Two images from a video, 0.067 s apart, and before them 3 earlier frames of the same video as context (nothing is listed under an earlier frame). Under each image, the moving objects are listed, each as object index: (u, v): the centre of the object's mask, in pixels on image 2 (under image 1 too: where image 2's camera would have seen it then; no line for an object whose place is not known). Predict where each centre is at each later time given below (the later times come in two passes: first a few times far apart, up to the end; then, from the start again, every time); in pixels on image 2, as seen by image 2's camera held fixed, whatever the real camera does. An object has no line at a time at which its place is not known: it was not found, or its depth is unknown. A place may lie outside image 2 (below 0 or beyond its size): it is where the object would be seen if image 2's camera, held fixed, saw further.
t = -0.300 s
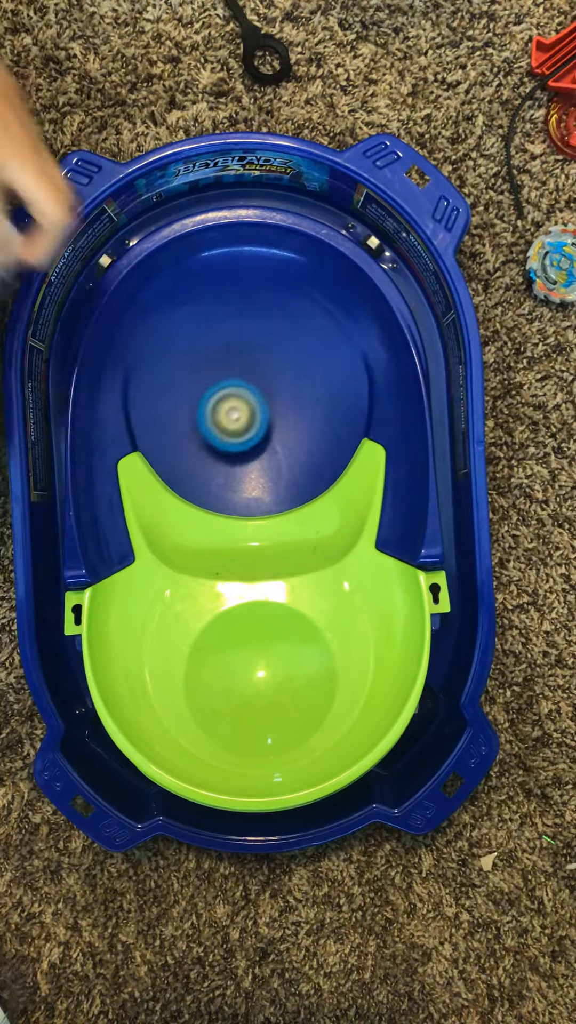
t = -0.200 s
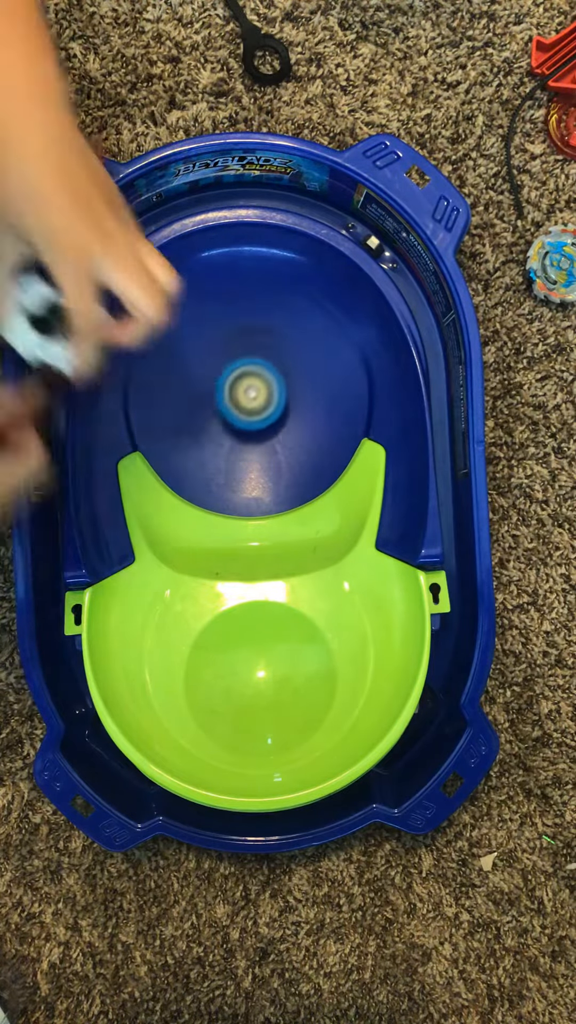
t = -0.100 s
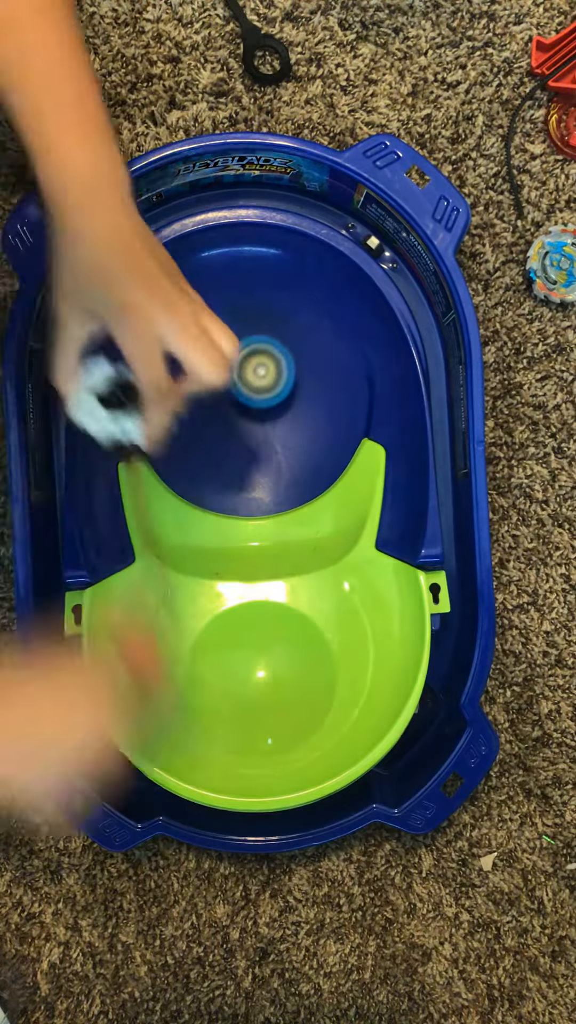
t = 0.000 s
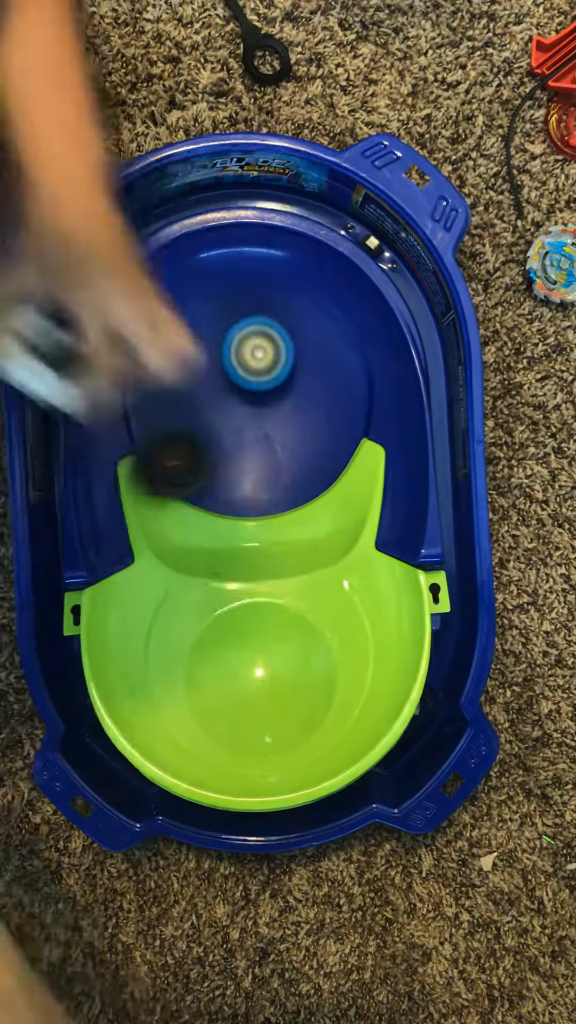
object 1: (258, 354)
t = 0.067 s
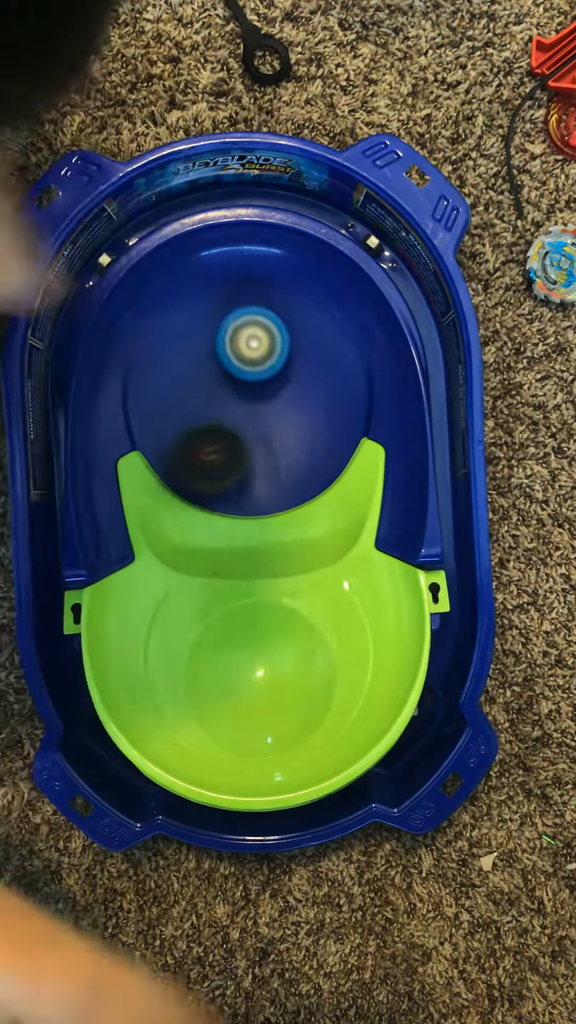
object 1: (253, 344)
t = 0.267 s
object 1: (243, 332)
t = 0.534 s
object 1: (195, 260)
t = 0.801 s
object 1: (271, 338)
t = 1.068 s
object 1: (379, 342)
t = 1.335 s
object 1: (292, 310)
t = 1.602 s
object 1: (233, 331)
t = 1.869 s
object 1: (315, 375)
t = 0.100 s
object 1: (250, 342)
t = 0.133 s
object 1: (248, 338)
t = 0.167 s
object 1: (245, 336)
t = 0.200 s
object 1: (244, 335)
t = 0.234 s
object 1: (244, 334)
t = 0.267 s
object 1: (243, 332)
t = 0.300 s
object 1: (239, 318)
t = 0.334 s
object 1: (234, 305)
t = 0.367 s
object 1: (229, 298)
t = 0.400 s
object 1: (223, 295)
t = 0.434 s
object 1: (219, 294)
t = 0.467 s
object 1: (211, 278)
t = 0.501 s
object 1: (203, 266)
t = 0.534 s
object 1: (195, 260)
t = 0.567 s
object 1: (188, 263)
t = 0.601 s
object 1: (184, 275)
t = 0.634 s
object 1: (182, 291)
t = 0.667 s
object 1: (182, 311)
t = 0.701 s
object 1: (185, 332)
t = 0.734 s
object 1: (193, 351)
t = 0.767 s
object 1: (233, 346)
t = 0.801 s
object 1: (271, 338)
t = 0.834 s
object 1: (310, 331)
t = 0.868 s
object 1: (344, 323)
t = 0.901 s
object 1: (363, 319)
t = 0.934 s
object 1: (378, 319)
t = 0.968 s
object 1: (386, 323)
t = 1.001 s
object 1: (389, 329)
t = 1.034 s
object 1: (386, 336)
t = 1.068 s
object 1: (379, 342)
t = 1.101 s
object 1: (368, 351)
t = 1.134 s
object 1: (343, 362)
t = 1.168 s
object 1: (331, 357)
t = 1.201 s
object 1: (326, 342)
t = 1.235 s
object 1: (321, 331)
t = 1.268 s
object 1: (315, 322)
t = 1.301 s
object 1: (304, 315)
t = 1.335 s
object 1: (292, 310)
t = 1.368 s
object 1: (279, 307)
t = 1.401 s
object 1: (264, 305)
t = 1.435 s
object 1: (250, 305)
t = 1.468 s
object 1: (238, 308)
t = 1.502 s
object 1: (227, 313)
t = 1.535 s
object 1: (218, 319)
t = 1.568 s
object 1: (221, 325)
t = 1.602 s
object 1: (233, 331)
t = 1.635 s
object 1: (245, 338)
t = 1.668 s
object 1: (257, 343)
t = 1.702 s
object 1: (267, 349)
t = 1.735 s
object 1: (278, 355)
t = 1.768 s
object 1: (288, 361)
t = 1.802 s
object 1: (298, 366)
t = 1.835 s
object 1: (308, 371)
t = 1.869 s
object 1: (315, 375)
